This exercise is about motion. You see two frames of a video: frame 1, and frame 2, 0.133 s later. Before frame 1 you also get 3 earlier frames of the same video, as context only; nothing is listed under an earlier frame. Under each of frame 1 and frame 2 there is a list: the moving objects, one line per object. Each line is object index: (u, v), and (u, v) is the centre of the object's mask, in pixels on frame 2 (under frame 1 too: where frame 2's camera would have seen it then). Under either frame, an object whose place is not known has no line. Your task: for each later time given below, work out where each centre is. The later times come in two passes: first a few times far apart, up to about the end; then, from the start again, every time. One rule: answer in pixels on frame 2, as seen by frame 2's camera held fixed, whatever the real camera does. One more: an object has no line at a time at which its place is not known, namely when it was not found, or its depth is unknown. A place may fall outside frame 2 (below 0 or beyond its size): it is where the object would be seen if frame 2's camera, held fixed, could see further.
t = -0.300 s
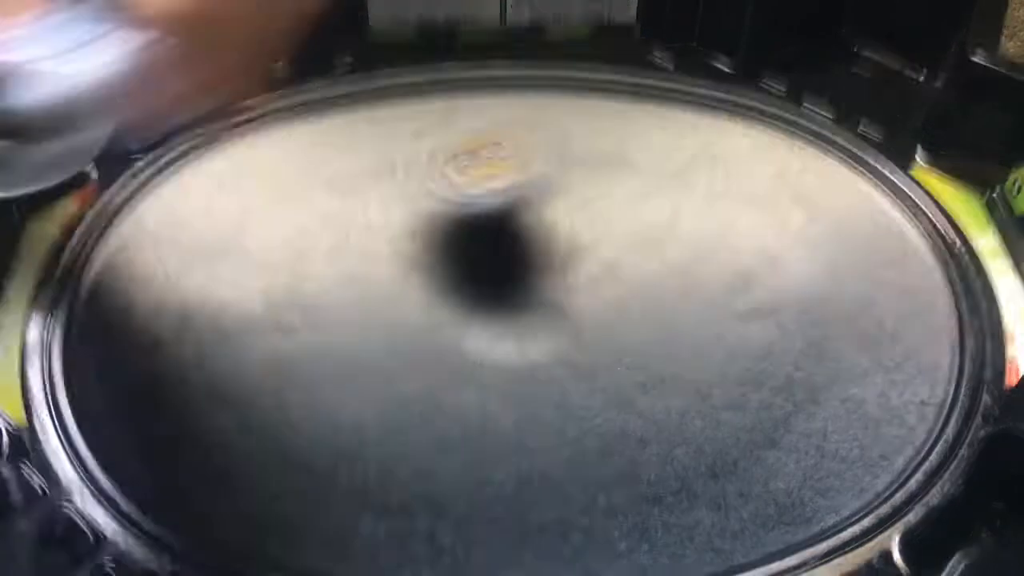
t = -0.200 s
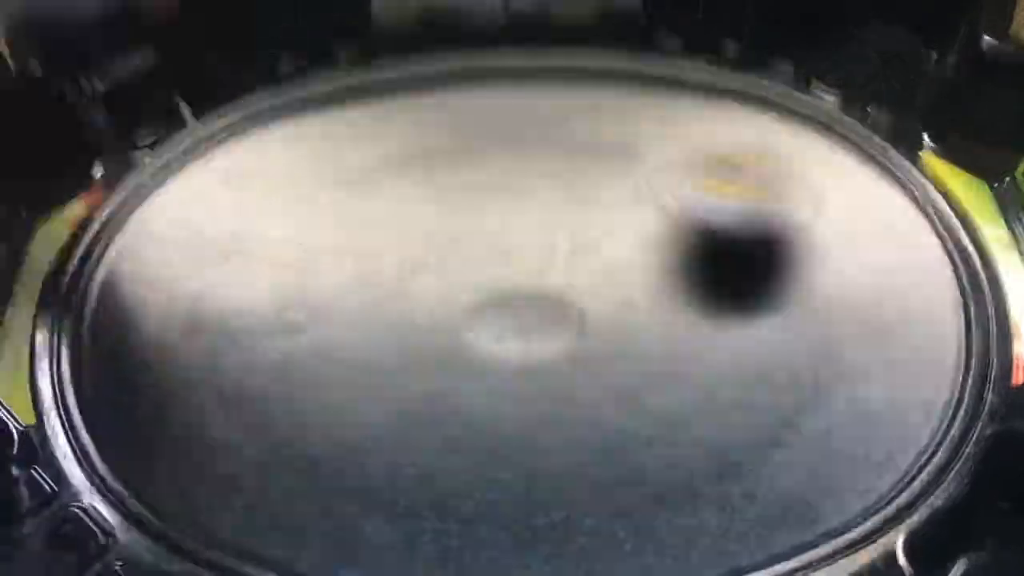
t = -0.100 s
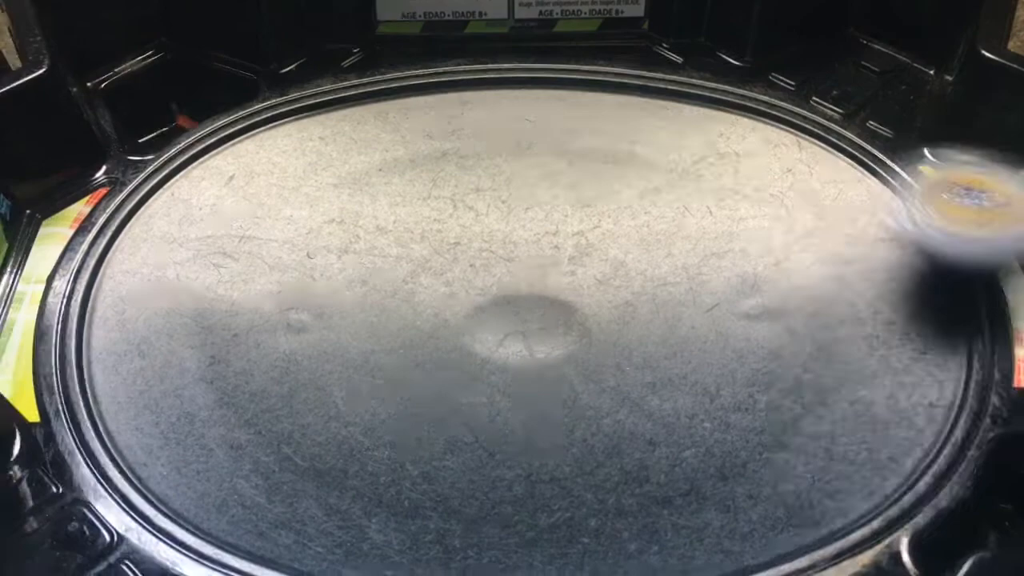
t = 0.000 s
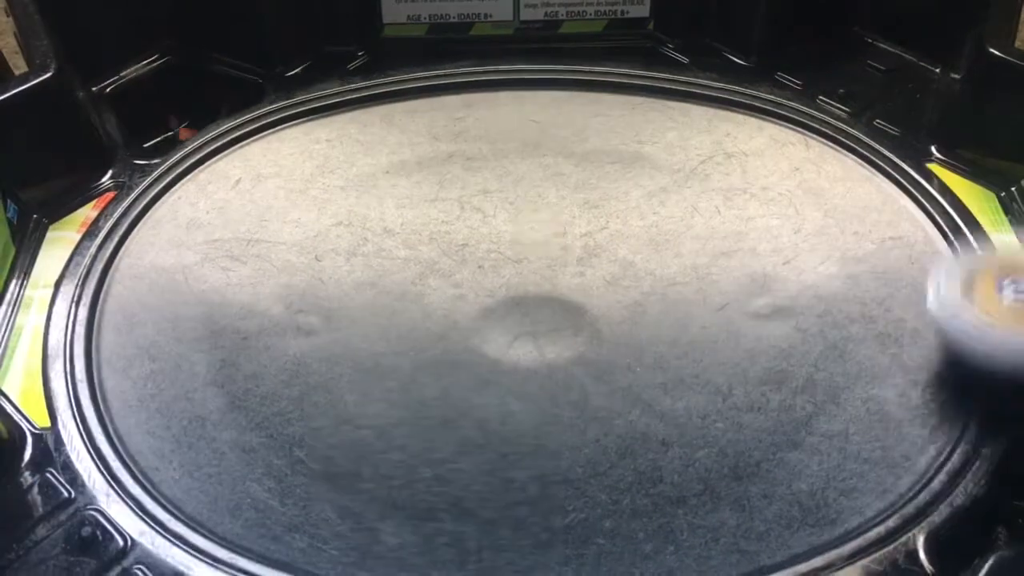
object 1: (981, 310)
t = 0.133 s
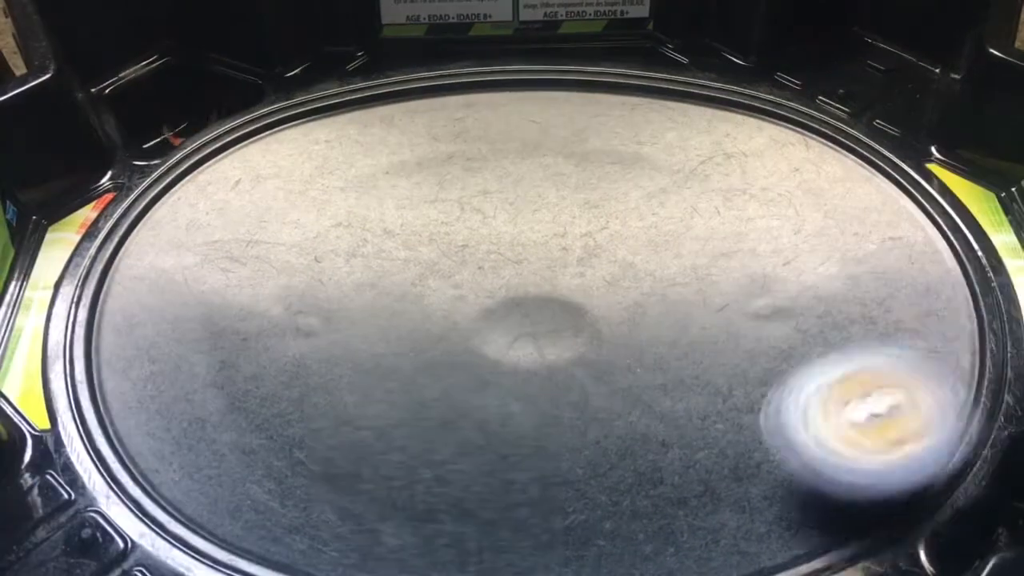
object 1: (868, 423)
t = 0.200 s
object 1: (715, 468)
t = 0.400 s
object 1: (193, 343)
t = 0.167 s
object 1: (798, 449)
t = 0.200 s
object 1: (715, 468)
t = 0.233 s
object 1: (624, 477)
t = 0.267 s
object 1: (526, 476)
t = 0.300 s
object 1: (430, 459)
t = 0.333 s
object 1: (338, 431)
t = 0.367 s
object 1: (256, 390)
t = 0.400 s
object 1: (193, 343)
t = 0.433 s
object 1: (147, 293)
